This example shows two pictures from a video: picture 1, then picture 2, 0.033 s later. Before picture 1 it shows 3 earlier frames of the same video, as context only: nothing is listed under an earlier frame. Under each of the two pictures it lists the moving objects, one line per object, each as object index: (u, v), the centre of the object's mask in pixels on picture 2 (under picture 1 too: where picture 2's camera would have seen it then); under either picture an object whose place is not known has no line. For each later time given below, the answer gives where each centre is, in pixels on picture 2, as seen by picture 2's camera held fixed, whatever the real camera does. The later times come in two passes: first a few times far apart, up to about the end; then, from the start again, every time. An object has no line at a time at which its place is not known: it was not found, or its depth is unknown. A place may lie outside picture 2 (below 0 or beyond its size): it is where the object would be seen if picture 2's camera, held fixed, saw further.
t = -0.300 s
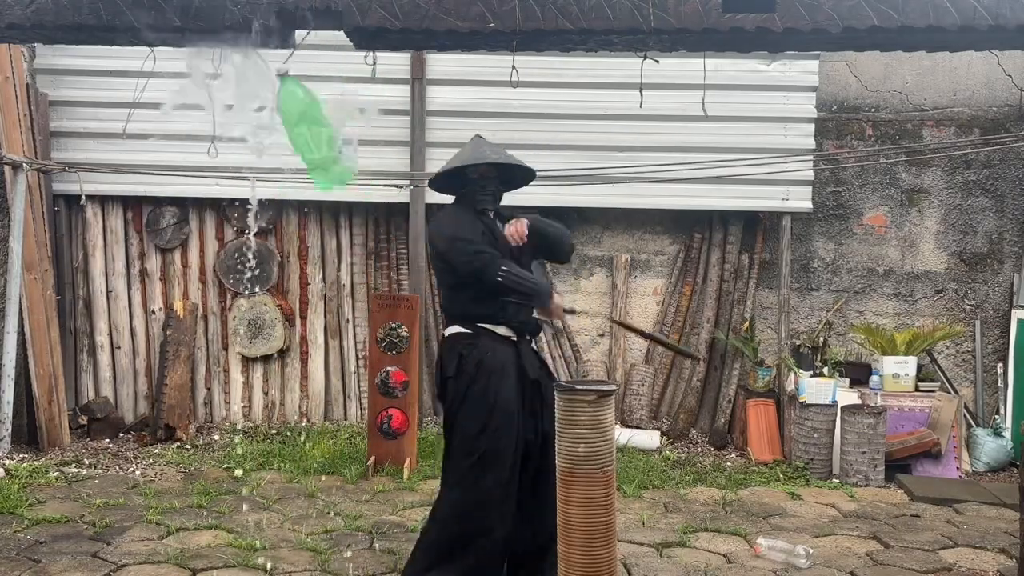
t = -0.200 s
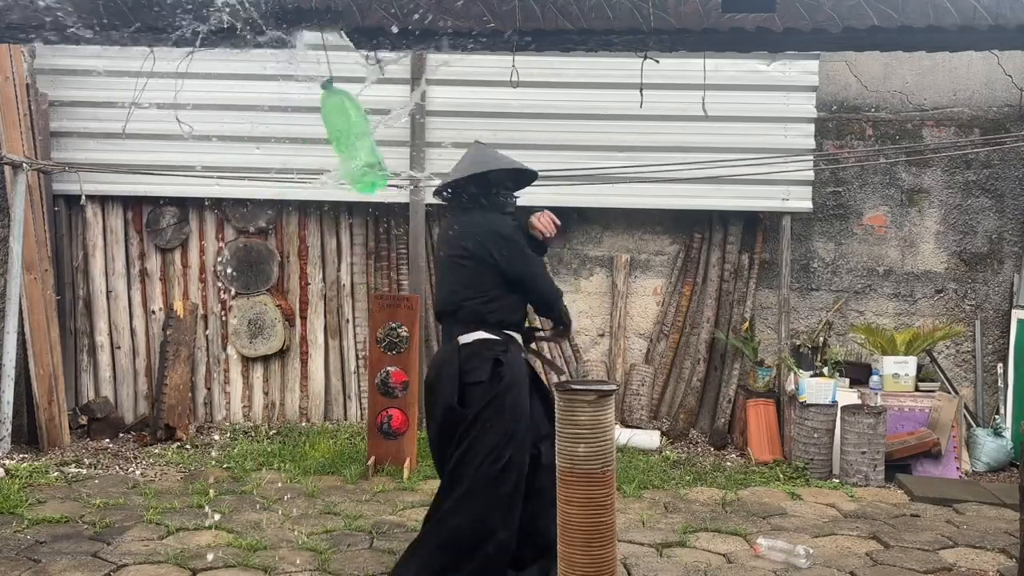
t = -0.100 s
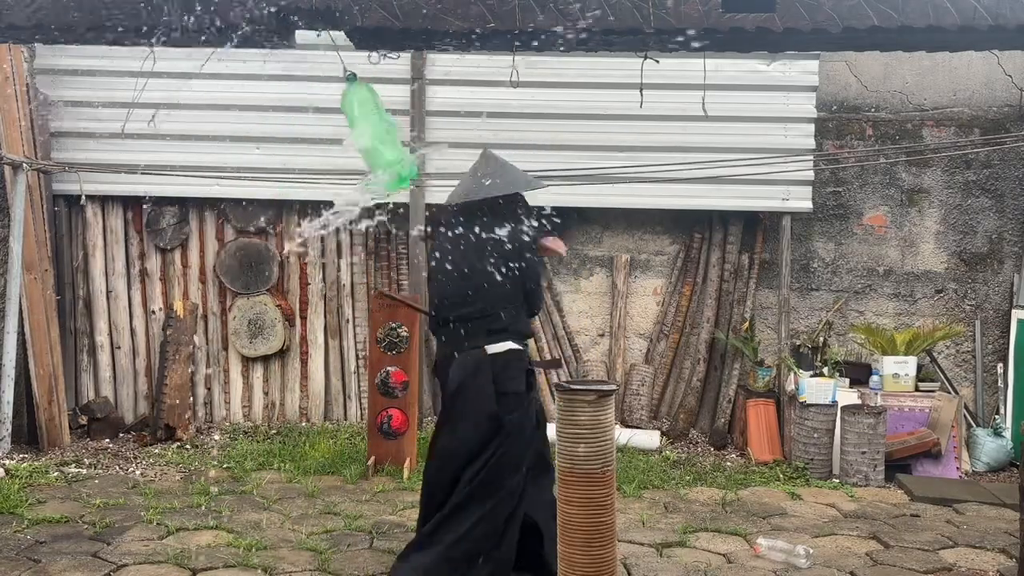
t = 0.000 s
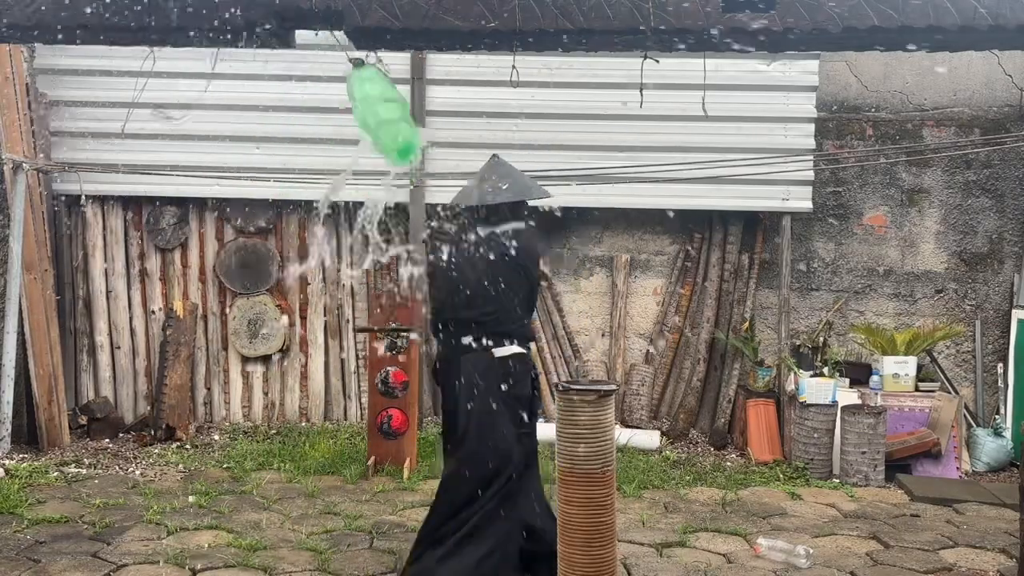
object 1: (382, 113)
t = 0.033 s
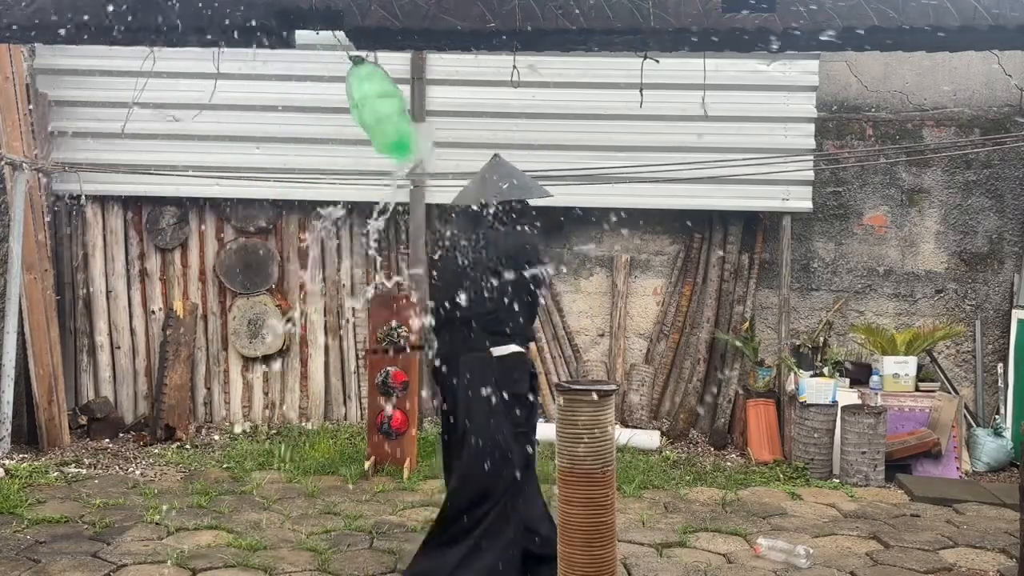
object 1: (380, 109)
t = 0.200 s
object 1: (348, 120)
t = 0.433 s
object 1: (294, 151)
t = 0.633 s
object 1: (286, 135)
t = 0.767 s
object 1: (298, 129)
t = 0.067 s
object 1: (376, 109)
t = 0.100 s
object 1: (368, 108)
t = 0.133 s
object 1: (363, 112)
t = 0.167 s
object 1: (355, 114)
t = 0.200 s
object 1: (348, 120)
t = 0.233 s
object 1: (340, 126)
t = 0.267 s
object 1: (331, 131)
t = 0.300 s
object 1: (322, 138)
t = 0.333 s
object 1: (314, 144)
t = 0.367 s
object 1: (307, 149)
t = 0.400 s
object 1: (300, 151)
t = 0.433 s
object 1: (294, 151)
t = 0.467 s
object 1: (289, 151)
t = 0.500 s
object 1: (286, 149)
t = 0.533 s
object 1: (285, 146)
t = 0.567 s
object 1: (285, 144)
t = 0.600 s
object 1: (286, 140)
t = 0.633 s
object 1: (286, 135)
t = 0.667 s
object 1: (288, 132)
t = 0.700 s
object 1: (290, 130)
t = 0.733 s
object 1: (294, 129)
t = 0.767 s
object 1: (298, 129)
